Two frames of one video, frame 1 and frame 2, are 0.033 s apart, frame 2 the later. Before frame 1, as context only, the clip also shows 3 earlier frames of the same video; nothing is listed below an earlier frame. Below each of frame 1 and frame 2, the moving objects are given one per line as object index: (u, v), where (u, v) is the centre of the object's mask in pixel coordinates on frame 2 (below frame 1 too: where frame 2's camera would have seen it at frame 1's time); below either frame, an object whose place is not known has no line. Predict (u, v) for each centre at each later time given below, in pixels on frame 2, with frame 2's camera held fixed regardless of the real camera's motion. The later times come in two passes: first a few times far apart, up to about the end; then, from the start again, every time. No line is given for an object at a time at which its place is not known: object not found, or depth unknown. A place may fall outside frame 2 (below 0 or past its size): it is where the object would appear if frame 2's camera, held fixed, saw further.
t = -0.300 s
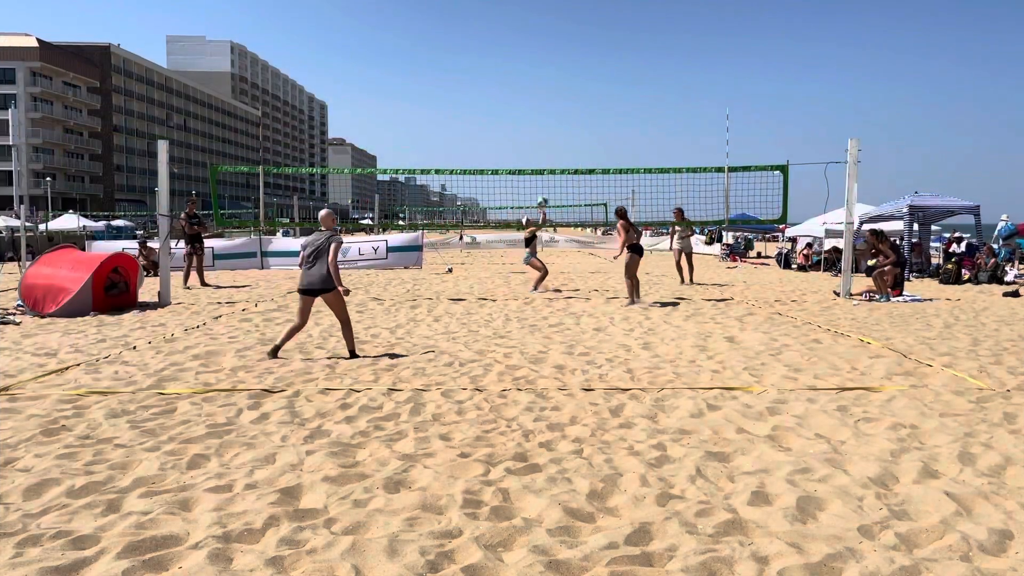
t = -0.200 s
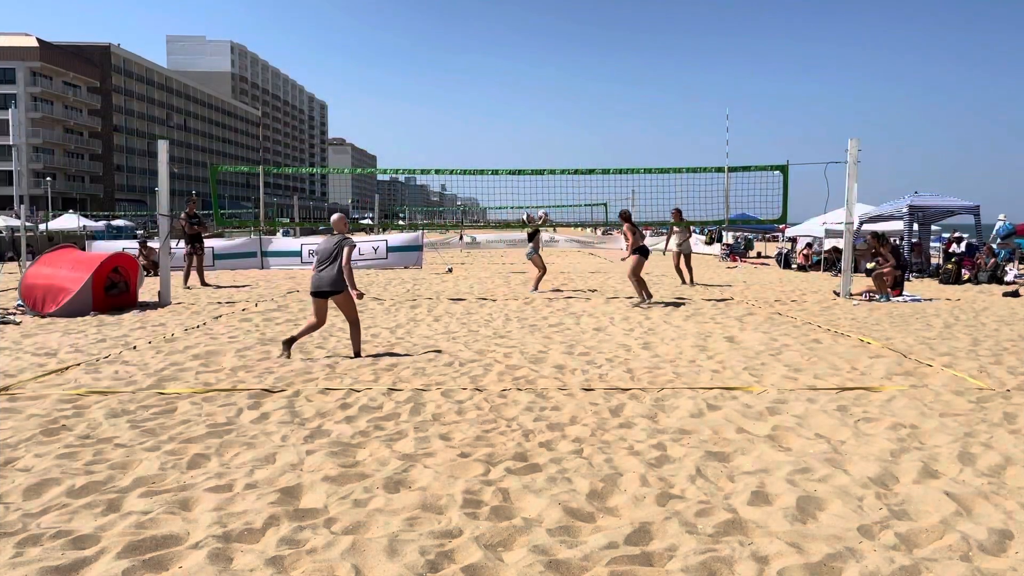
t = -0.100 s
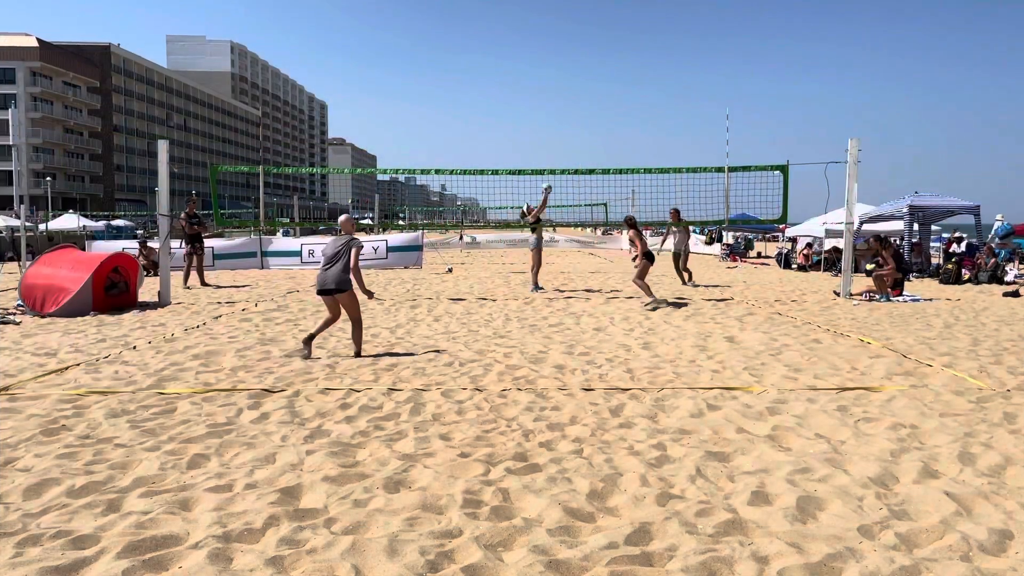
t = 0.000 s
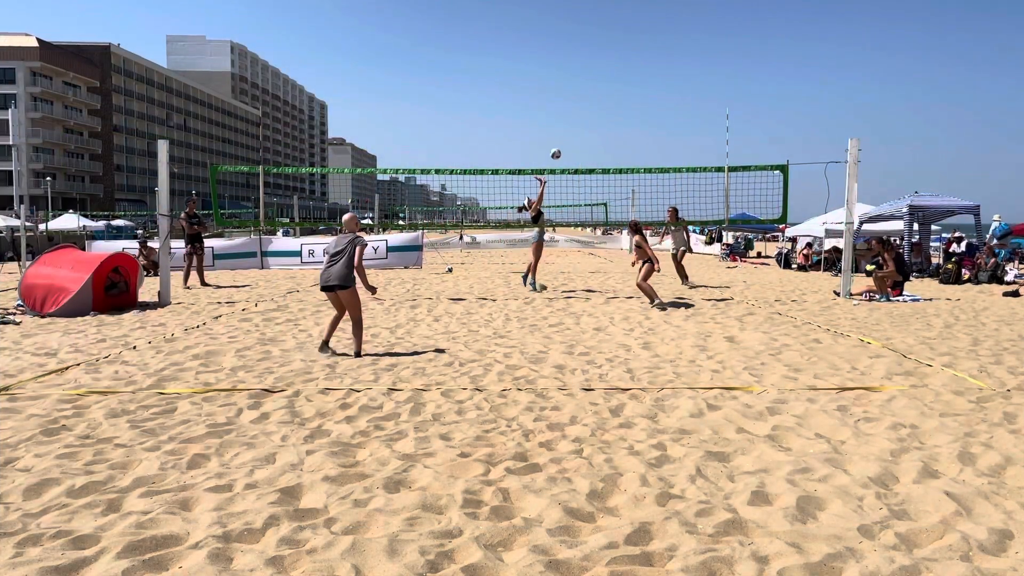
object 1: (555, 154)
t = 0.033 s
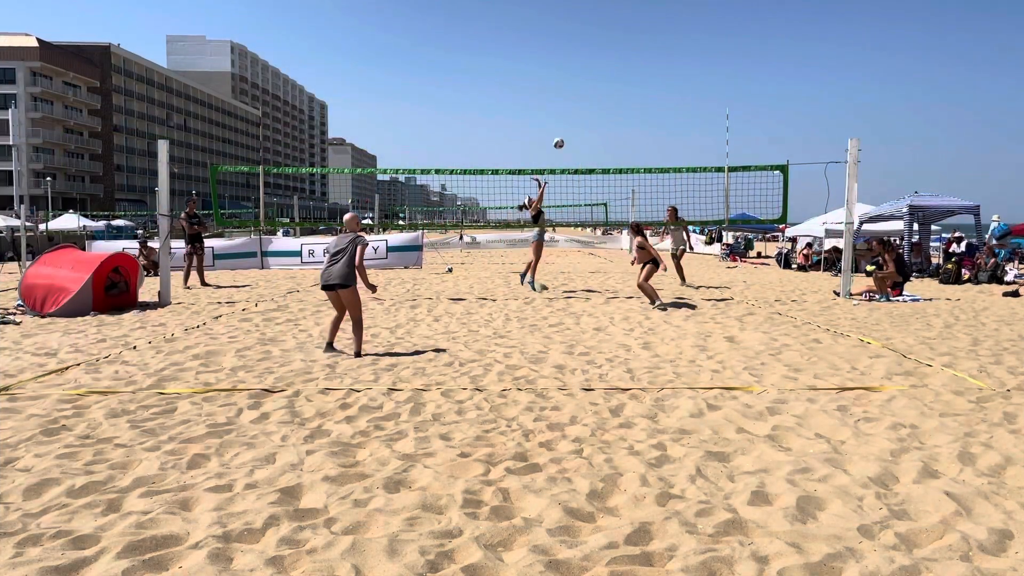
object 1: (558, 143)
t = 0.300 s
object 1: (582, 80)
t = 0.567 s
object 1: (606, 54)
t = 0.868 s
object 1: (632, 71)
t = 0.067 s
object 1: (561, 133)
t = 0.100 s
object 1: (564, 124)
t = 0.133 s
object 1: (567, 115)
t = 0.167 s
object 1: (570, 107)
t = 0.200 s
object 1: (573, 99)
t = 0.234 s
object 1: (576, 92)
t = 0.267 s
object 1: (579, 86)
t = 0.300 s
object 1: (582, 80)
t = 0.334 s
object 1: (585, 75)
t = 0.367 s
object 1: (587, 70)
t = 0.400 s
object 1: (591, 66)
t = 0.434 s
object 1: (594, 62)
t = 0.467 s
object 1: (597, 59)
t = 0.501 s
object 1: (600, 57)
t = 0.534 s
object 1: (603, 55)
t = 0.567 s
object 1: (606, 54)
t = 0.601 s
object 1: (608, 53)
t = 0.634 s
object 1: (611, 54)
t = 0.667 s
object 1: (614, 54)
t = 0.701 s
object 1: (617, 55)
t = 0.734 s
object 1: (620, 57)
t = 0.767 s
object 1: (623, 60)
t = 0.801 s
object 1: (626, 63)
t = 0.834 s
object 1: (629, 66)
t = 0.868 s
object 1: (632, 71)
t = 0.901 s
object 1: (635, 75)
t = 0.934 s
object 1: (638, 81)
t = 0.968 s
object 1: (641, 87)
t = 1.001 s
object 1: (643, 94)
